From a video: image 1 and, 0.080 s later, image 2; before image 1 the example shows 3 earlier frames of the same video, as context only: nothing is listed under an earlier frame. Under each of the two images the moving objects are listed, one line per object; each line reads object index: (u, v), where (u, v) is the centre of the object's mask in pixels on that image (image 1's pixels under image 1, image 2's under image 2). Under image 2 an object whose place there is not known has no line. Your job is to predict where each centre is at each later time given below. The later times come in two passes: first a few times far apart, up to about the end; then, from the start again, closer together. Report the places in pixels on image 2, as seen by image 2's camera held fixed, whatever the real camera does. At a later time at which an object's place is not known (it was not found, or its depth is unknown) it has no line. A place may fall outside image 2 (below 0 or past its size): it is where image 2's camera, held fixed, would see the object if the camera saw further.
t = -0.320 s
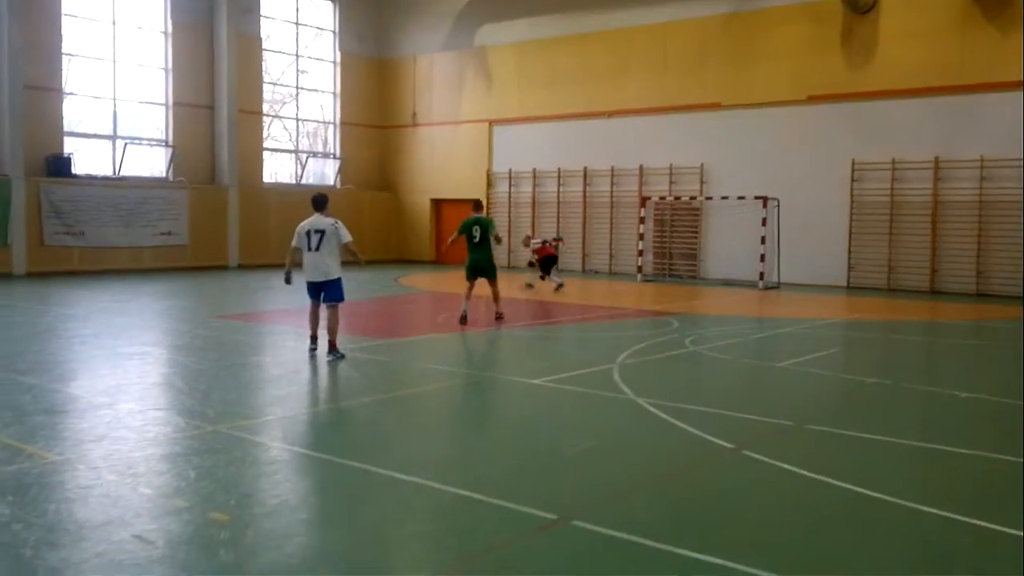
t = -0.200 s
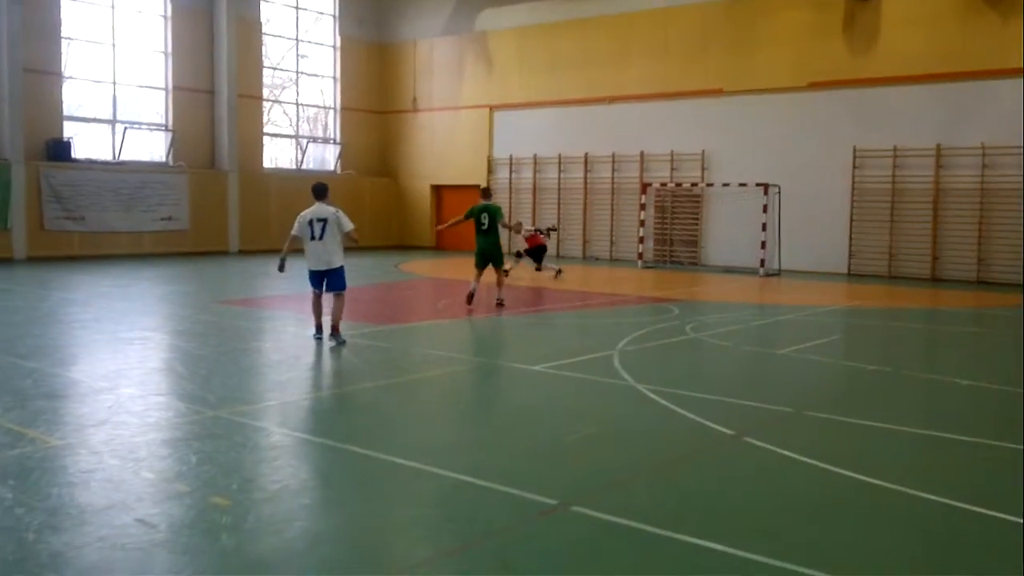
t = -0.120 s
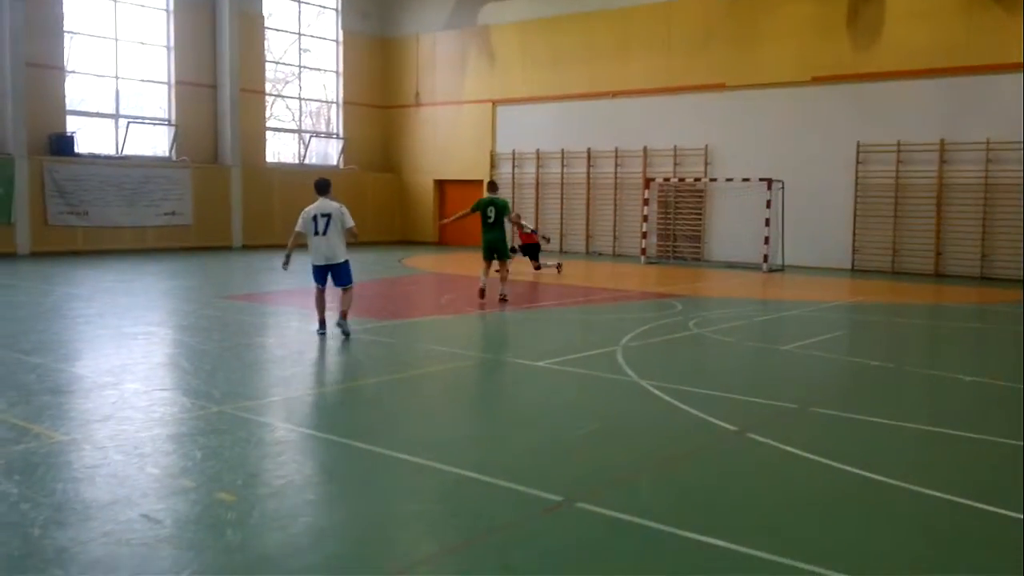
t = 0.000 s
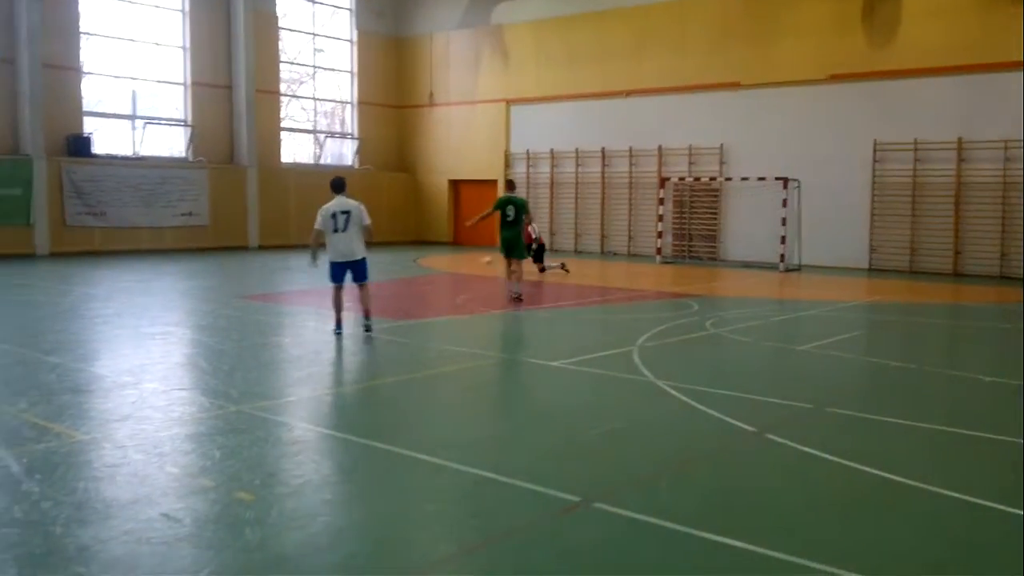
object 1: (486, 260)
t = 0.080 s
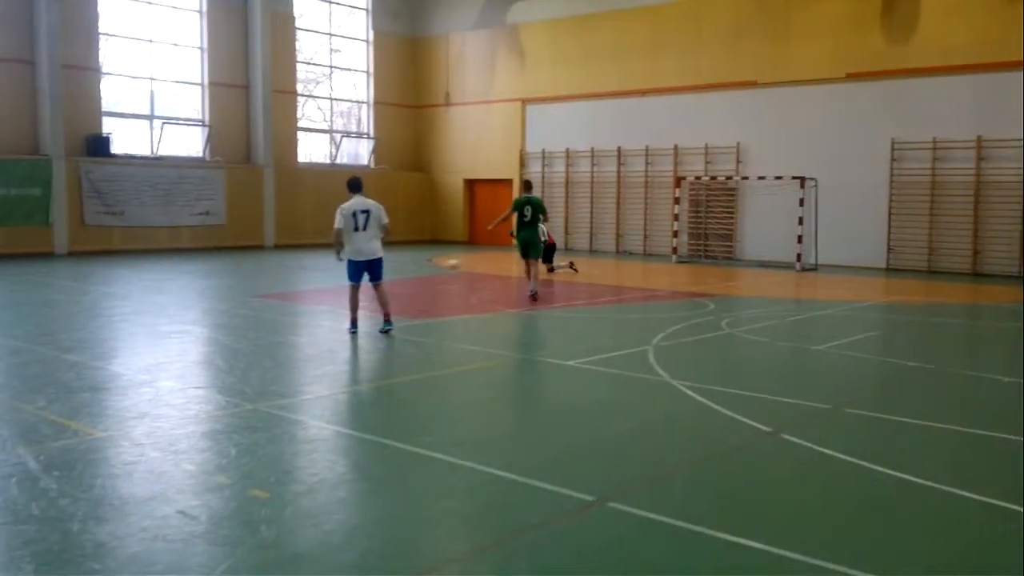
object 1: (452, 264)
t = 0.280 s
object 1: (324, 272)
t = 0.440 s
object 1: (215, 279)
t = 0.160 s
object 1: (398, 272)
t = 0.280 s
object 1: (324, 272)
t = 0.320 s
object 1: (296, 272)
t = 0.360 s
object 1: (268, 275)
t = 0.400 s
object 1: (241, 279)
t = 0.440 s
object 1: (215, 279)
